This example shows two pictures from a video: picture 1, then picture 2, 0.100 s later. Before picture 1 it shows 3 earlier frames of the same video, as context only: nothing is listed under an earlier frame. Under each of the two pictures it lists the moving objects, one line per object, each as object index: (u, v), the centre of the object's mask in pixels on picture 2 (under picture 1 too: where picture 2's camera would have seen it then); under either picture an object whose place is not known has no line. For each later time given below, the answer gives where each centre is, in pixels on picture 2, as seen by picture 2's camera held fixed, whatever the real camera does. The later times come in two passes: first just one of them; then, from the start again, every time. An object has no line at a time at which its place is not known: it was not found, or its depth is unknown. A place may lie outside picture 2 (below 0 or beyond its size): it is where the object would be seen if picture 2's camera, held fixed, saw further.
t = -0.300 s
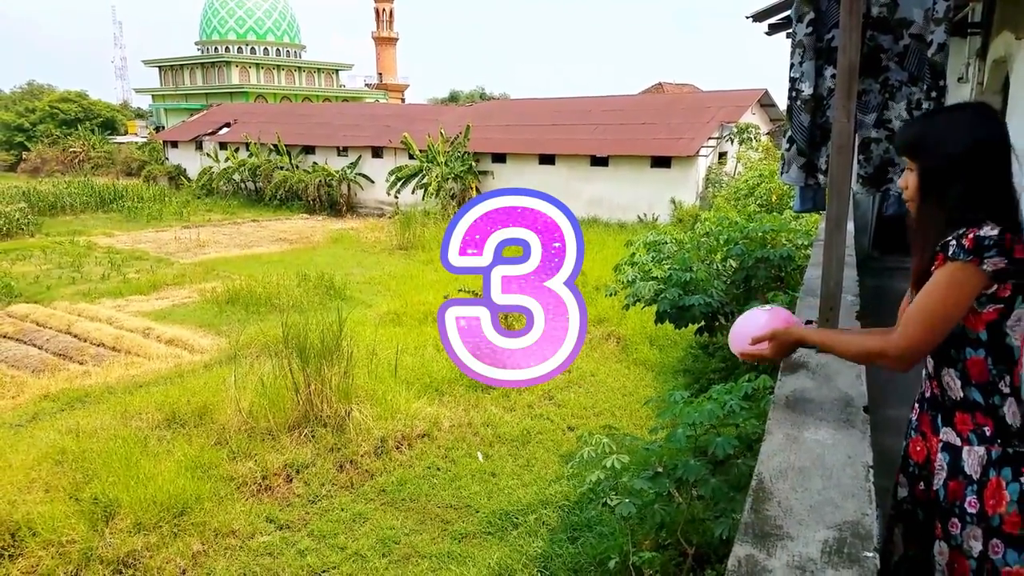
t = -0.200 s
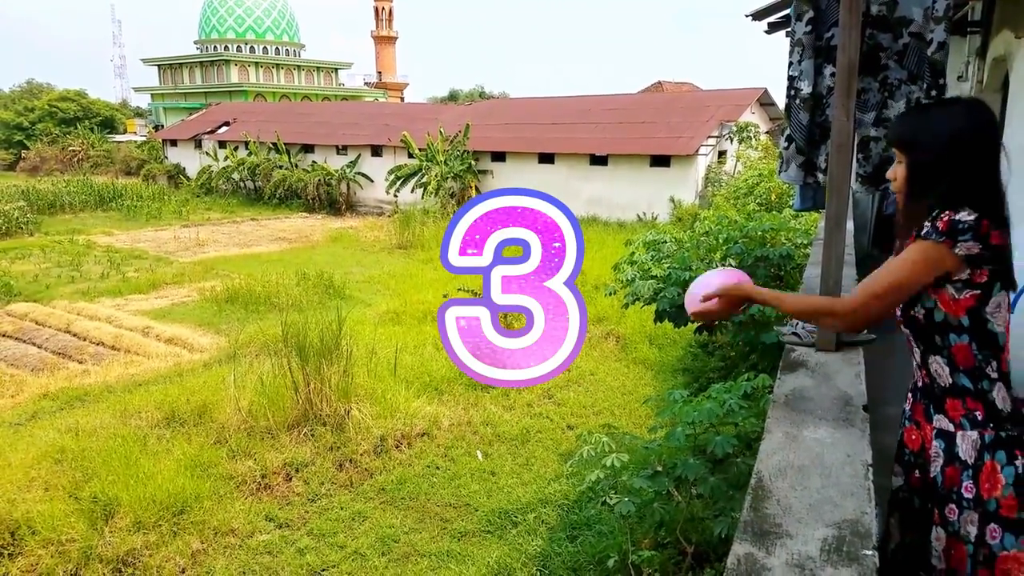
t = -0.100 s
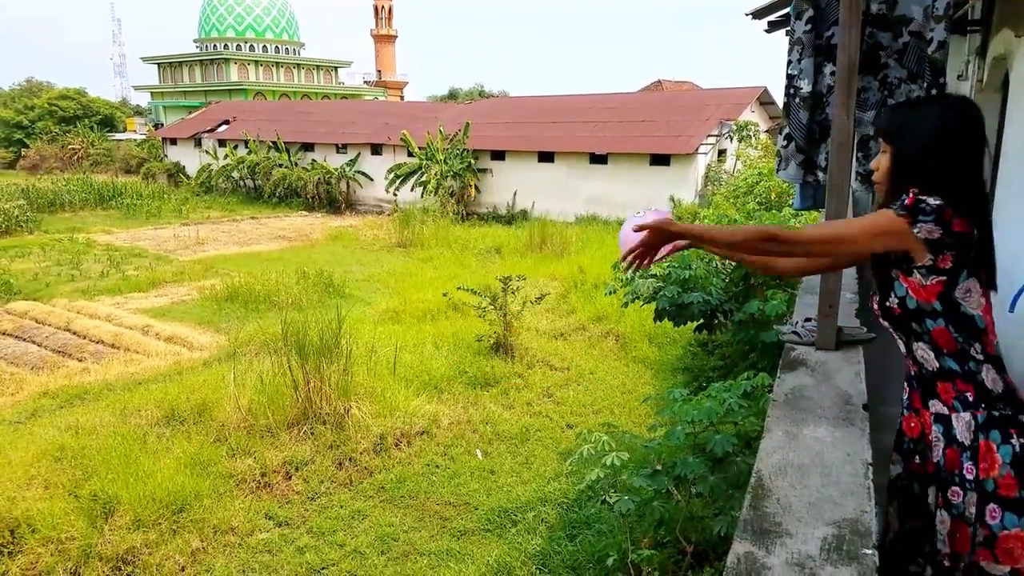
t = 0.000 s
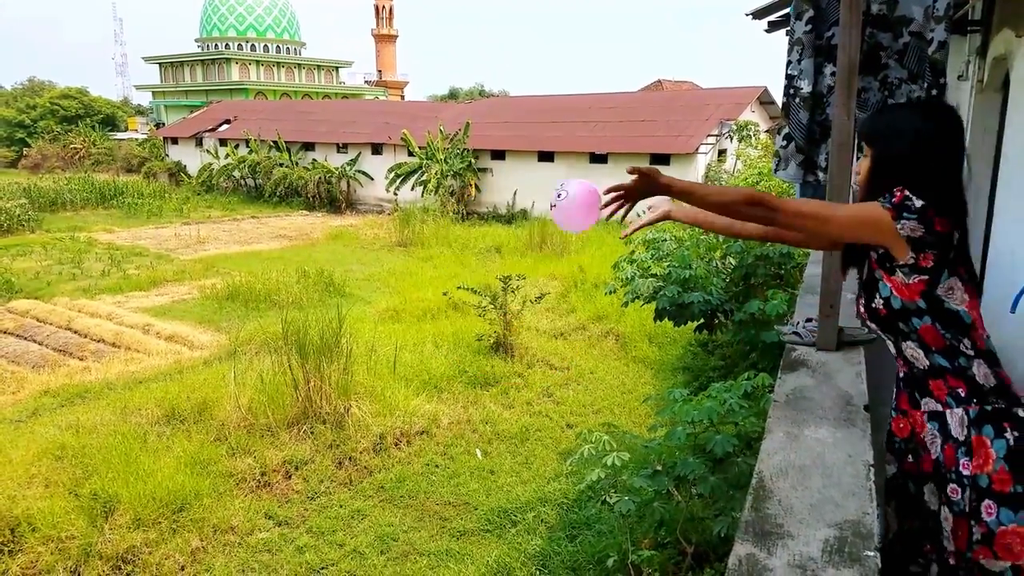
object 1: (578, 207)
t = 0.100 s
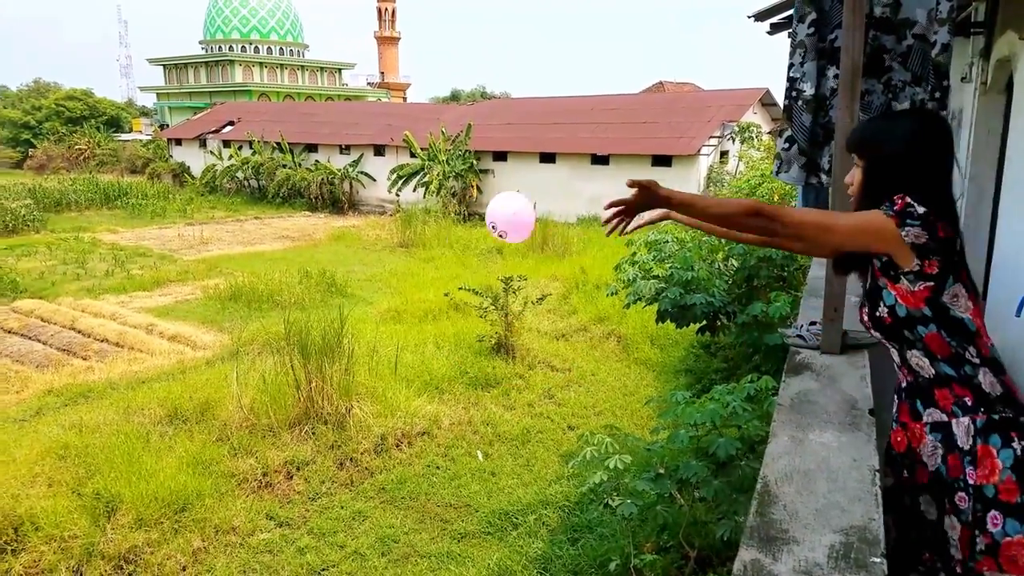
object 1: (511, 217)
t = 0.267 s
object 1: (411, 307)
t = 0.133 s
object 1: (489, 228)
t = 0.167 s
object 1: (468, 242)
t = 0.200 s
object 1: (447, 261)
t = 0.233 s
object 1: (429, 282)
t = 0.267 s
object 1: (411, 307)
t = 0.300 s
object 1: (394, 333)
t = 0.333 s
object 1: (377, 363)
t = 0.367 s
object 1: (363, 396)
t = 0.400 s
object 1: (348, 429)
